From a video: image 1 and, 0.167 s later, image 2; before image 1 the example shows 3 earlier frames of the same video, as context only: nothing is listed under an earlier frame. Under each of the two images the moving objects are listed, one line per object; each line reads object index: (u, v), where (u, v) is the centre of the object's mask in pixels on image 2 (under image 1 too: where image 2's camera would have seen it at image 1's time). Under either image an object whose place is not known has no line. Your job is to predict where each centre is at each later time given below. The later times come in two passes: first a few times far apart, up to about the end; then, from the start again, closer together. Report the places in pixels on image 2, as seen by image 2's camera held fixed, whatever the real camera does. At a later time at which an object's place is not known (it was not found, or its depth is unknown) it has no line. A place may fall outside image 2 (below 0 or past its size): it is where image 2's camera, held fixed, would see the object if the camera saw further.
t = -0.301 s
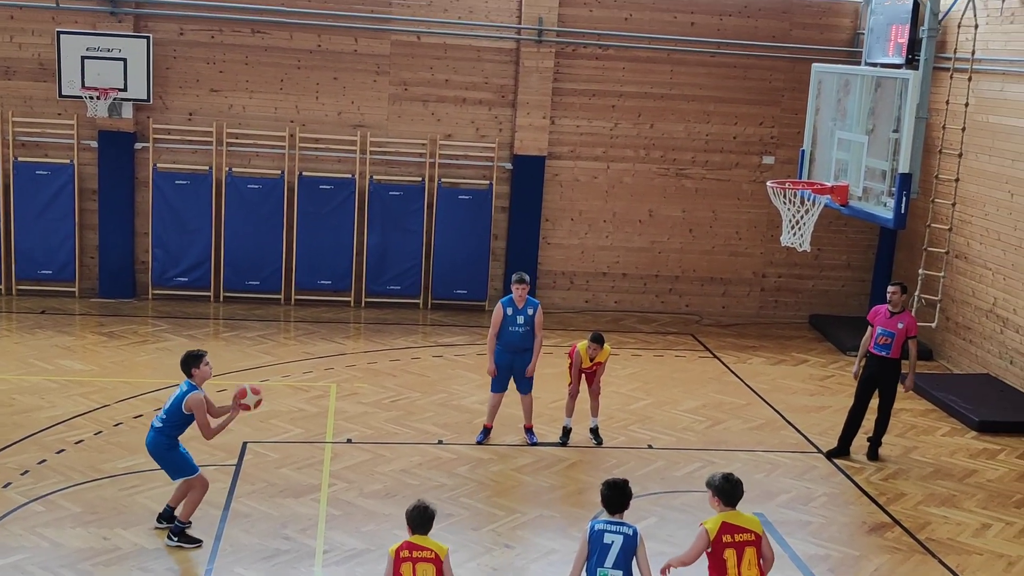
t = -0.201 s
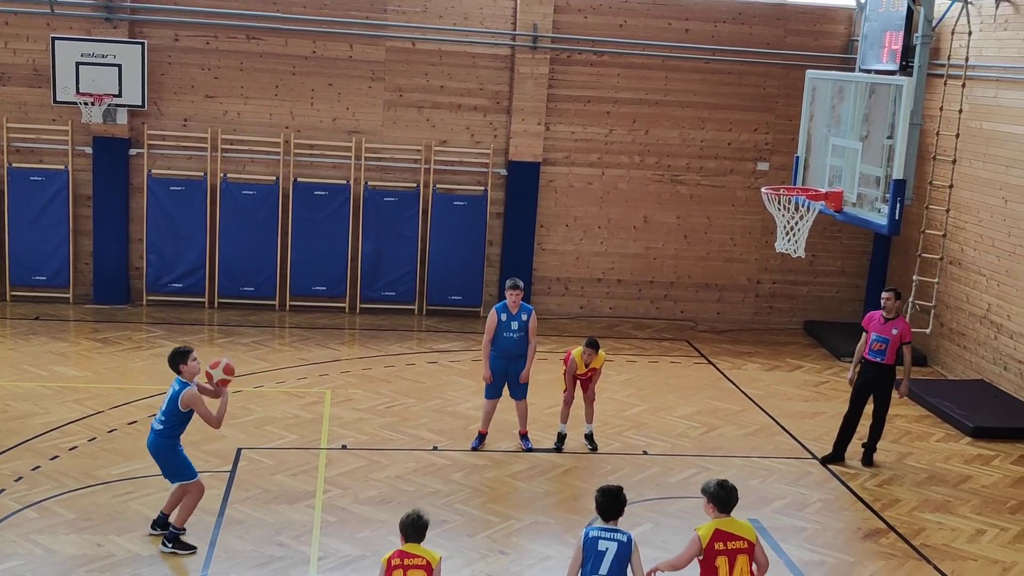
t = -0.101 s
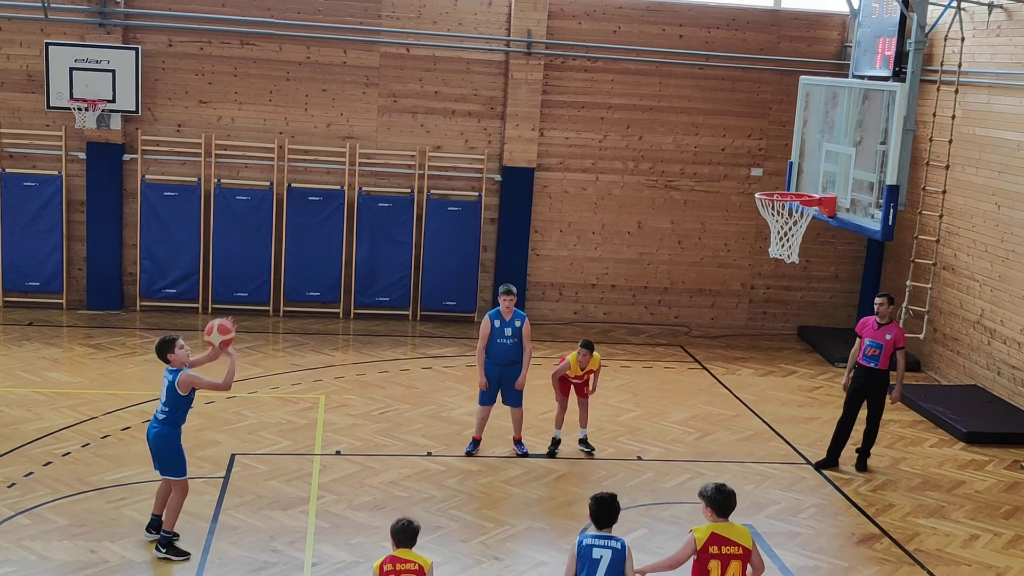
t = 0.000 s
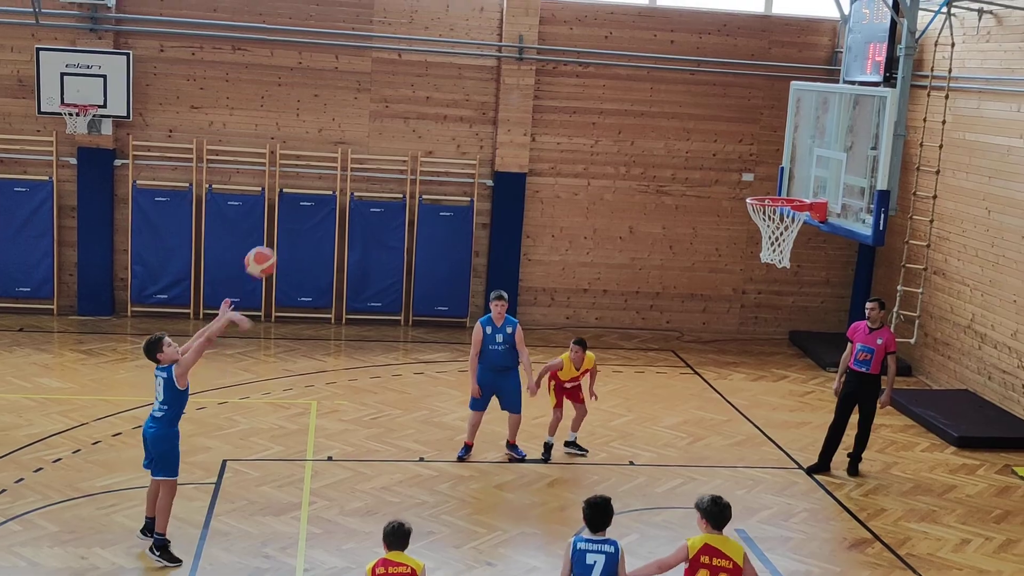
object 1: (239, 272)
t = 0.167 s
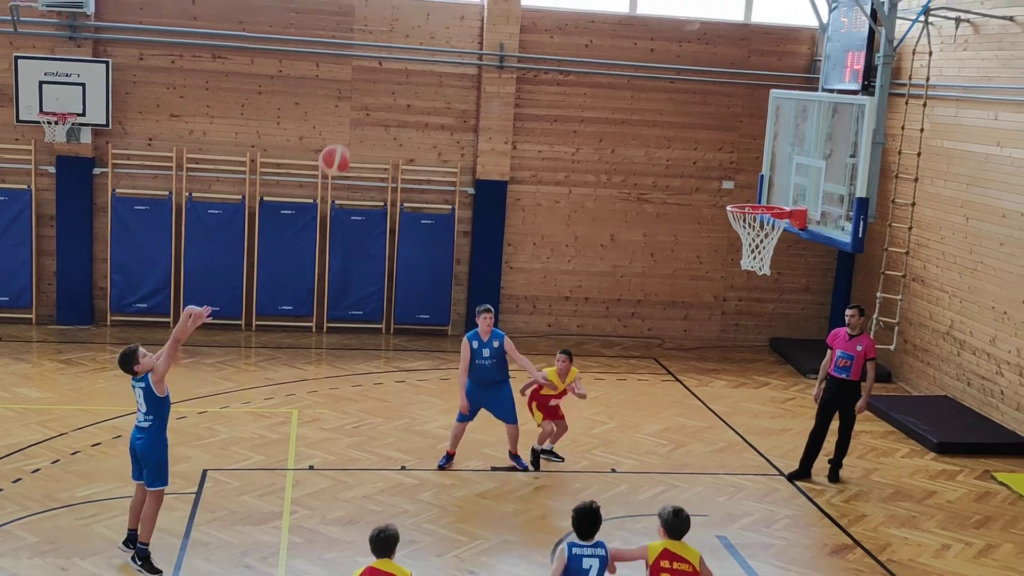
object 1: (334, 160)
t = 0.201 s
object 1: (353, 141)
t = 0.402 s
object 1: (459, 67)
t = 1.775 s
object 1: (456, 245)
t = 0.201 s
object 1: (353, 141)
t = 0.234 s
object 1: (371, 126)
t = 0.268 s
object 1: (389, 111)
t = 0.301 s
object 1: (407, 98)
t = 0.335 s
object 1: (425, 86)
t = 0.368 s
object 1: (442, 75)
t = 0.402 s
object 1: (459, 67)
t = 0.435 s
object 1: (477, 59)
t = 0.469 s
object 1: (493, 54)
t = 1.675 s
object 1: (499, 207)
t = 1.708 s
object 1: (484, 219)
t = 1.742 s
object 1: (470, 232)
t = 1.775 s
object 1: (456, 245)
